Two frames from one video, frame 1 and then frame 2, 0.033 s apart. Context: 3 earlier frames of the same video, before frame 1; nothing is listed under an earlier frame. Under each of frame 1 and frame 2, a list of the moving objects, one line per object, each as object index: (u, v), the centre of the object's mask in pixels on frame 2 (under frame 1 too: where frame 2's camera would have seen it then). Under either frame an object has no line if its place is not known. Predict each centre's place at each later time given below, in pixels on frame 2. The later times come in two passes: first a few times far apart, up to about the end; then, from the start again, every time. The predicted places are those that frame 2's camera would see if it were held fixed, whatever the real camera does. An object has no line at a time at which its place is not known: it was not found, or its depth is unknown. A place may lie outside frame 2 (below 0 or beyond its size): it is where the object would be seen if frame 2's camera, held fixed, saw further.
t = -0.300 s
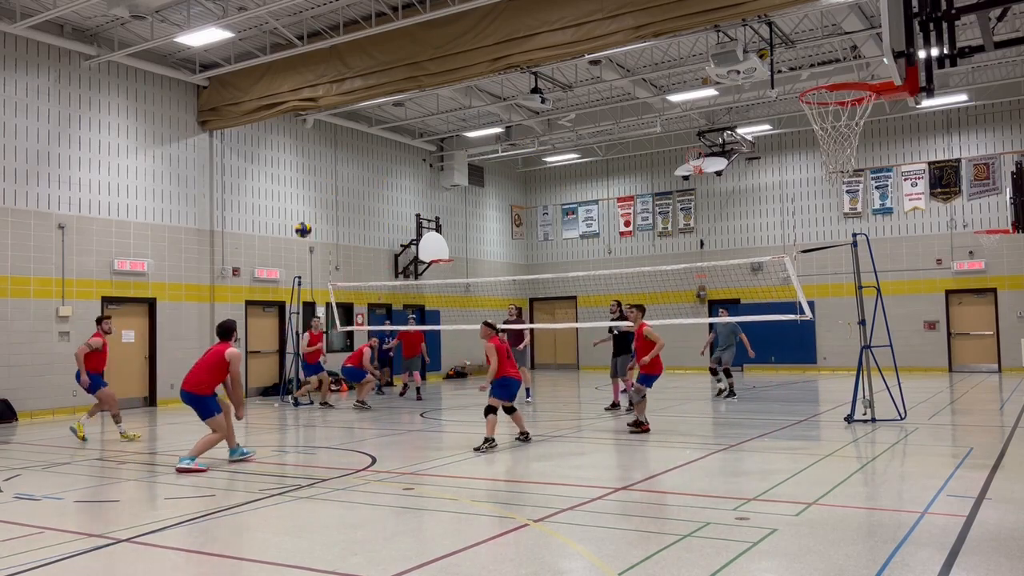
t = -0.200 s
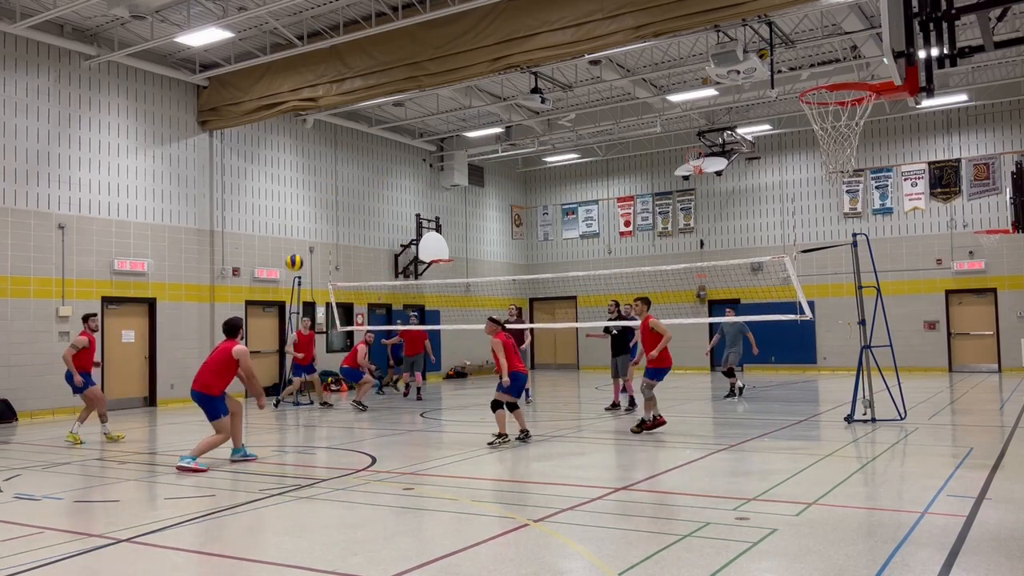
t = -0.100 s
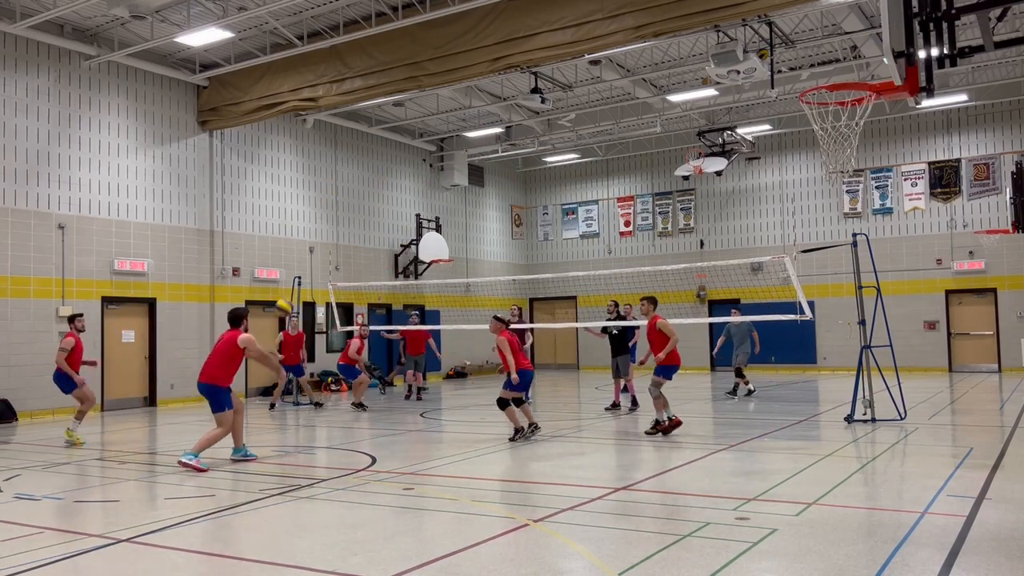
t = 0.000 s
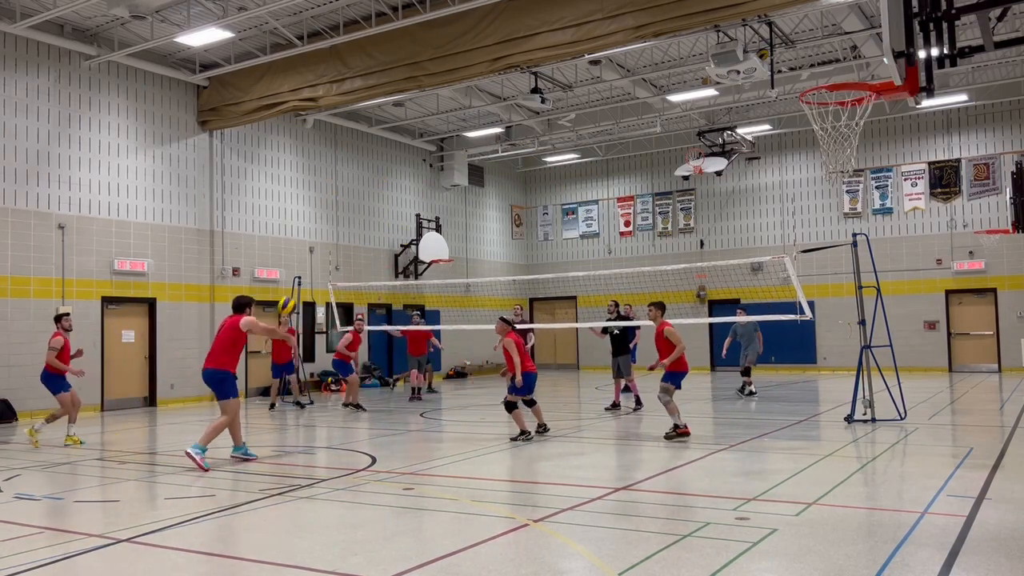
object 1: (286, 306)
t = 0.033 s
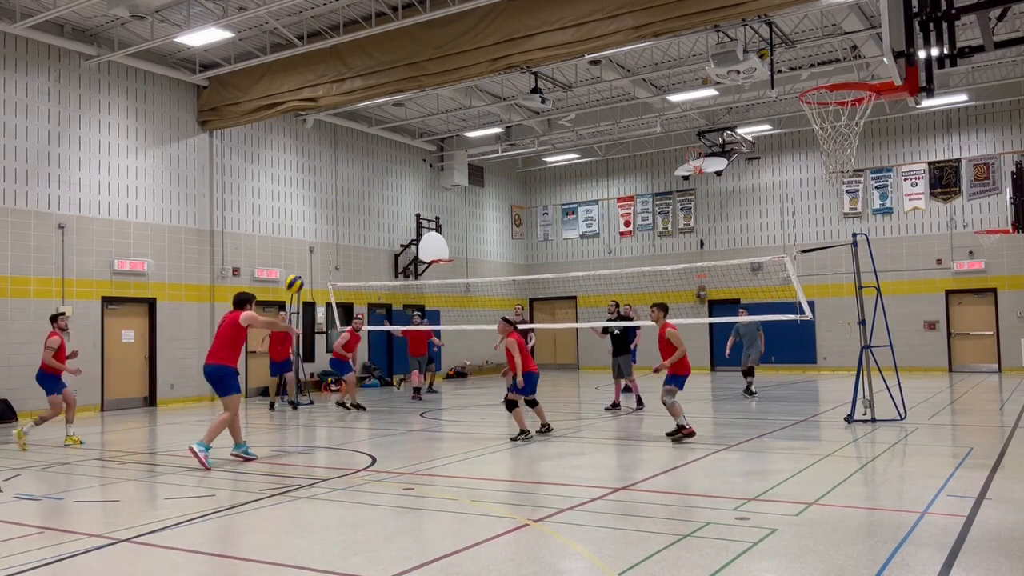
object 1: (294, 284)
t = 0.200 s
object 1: (326, 194)
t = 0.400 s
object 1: (361, 125)
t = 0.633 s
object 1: (397, 89)
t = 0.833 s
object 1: (427, 92)
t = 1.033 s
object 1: (454, 122)
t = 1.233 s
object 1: (481, 177)
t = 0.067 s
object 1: (300, 263)
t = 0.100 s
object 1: (307, 245)
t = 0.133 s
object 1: (313, 227)
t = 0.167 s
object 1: (319, 209)
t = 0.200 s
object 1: (326, 194)
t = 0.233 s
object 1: (332, 180)
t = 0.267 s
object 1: (338, 166)
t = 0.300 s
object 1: (344, 154)
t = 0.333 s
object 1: (350, 144)
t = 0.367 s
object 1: (356, 134)
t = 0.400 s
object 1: (361, 125)
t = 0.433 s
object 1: (366, 117)
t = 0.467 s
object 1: (371, 110)
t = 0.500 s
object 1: (376, 104)
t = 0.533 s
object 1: (382, 98)
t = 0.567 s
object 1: (387, 94)
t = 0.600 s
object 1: (392, 91)
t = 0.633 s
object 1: (397, 89)
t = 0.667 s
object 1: (402, 87)
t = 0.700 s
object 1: (407, 86)
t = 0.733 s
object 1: (412, 87)
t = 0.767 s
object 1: (417, 88)
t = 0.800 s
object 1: (423, 89)
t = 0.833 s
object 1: (427, 92)
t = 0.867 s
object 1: (432, 95)
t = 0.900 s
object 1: (436, 99)
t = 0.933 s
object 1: (441, 104)
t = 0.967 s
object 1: (445, 109)
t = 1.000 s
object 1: (450, 115)
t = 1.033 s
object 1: (454, 122)
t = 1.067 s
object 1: (459, 130)
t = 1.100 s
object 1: (463, 138)
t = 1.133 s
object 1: (468, 147)
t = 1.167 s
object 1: (472, 156)
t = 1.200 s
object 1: (477, 166)
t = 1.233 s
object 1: (481, 177)
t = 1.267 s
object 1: (485, 188)
